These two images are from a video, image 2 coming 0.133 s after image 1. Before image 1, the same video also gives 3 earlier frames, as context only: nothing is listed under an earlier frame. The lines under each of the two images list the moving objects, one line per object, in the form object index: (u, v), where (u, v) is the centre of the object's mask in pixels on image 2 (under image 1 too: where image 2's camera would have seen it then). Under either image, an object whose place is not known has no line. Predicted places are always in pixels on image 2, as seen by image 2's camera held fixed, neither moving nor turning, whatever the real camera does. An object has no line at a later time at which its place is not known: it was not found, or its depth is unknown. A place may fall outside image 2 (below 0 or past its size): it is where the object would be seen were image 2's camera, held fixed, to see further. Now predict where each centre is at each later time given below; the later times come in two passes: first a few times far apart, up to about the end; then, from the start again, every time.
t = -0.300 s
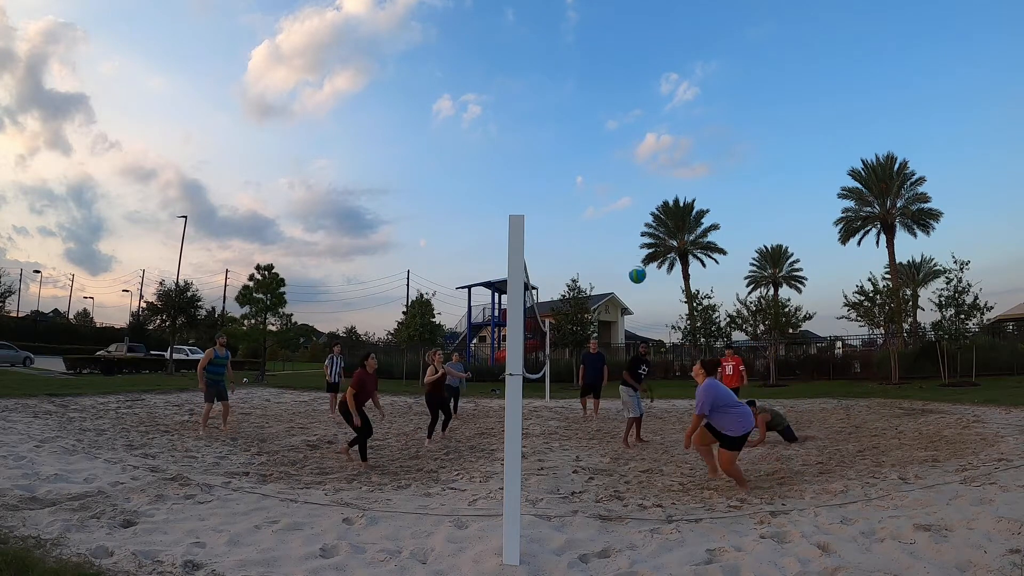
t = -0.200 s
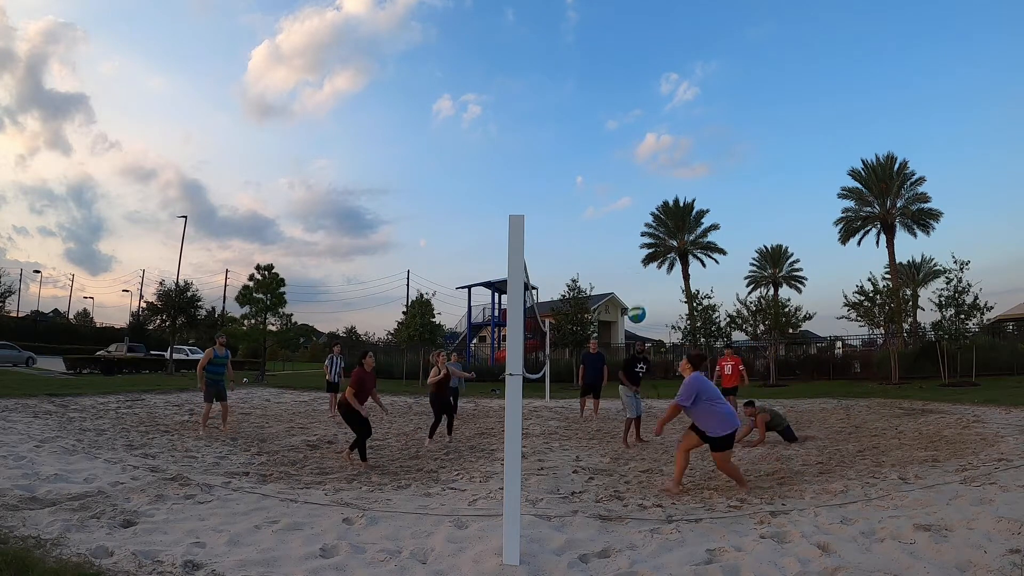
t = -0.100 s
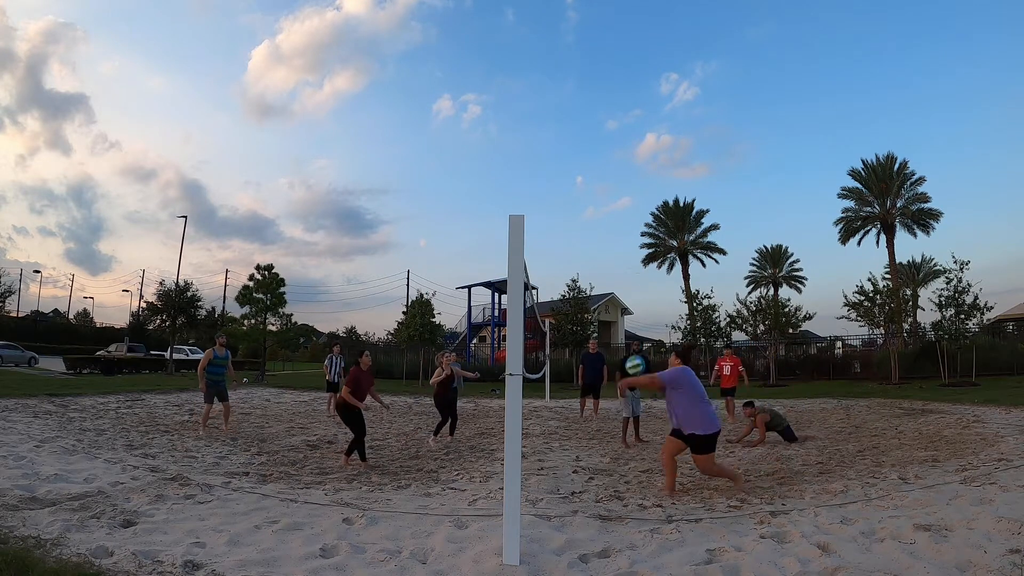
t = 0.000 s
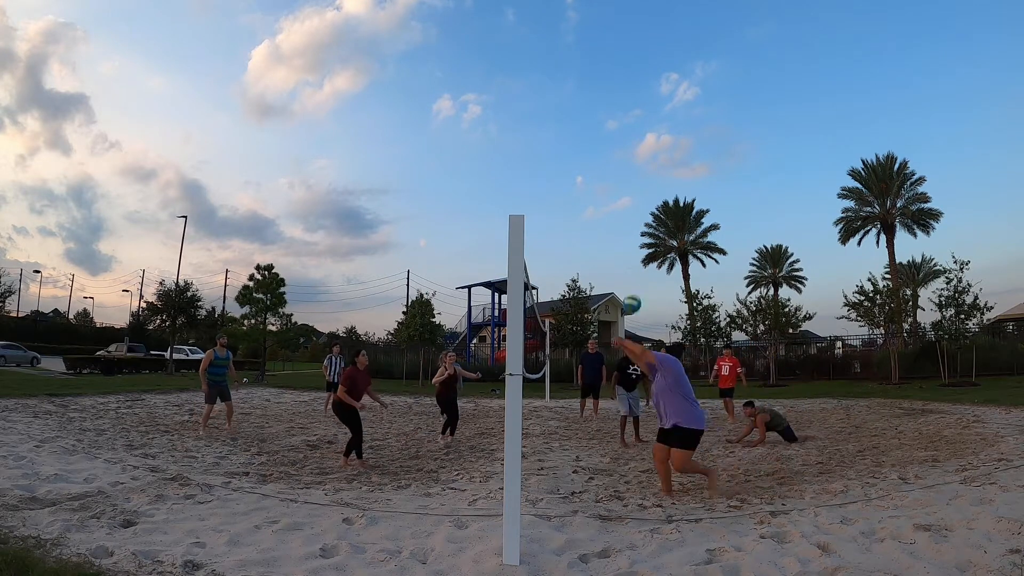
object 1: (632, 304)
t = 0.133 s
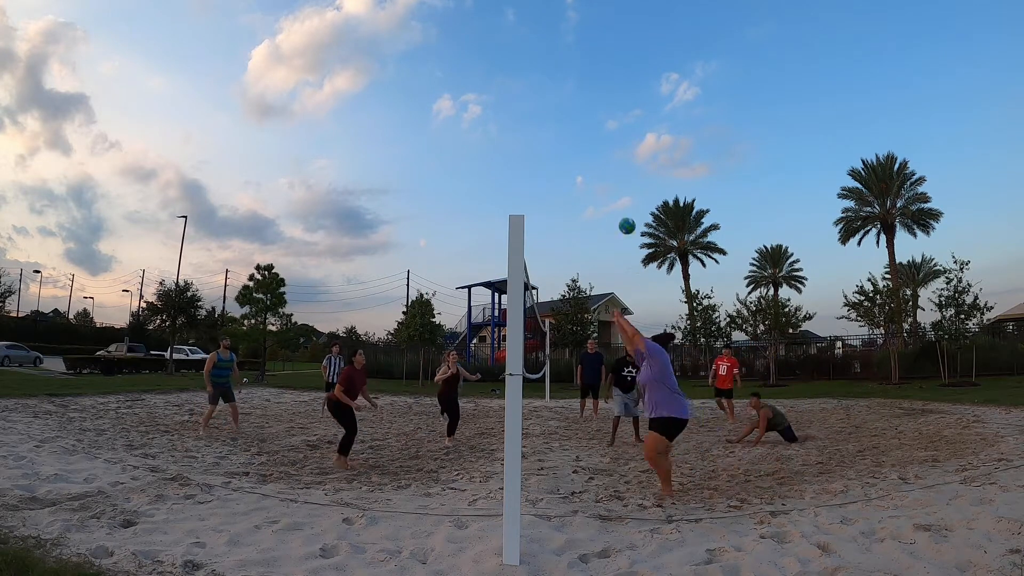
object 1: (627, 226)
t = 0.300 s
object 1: (622, 166)
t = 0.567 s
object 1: (613, 128)
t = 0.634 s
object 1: (611, 125)
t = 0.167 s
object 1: (626, 211)
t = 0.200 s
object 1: (625, 197)
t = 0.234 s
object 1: (624, 186)
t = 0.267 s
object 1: (623, 175)
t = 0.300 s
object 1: (622, 166)
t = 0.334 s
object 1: (620, 158)
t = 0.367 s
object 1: (619, 151)
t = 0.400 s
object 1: (618, 145)
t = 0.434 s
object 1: (617, 140)
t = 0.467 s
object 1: (616, 136)
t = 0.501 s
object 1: (615, 132)
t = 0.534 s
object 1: (614, 129)
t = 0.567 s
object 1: (613, 128)
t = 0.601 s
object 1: (612, 126)
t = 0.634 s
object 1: (611, 125)
